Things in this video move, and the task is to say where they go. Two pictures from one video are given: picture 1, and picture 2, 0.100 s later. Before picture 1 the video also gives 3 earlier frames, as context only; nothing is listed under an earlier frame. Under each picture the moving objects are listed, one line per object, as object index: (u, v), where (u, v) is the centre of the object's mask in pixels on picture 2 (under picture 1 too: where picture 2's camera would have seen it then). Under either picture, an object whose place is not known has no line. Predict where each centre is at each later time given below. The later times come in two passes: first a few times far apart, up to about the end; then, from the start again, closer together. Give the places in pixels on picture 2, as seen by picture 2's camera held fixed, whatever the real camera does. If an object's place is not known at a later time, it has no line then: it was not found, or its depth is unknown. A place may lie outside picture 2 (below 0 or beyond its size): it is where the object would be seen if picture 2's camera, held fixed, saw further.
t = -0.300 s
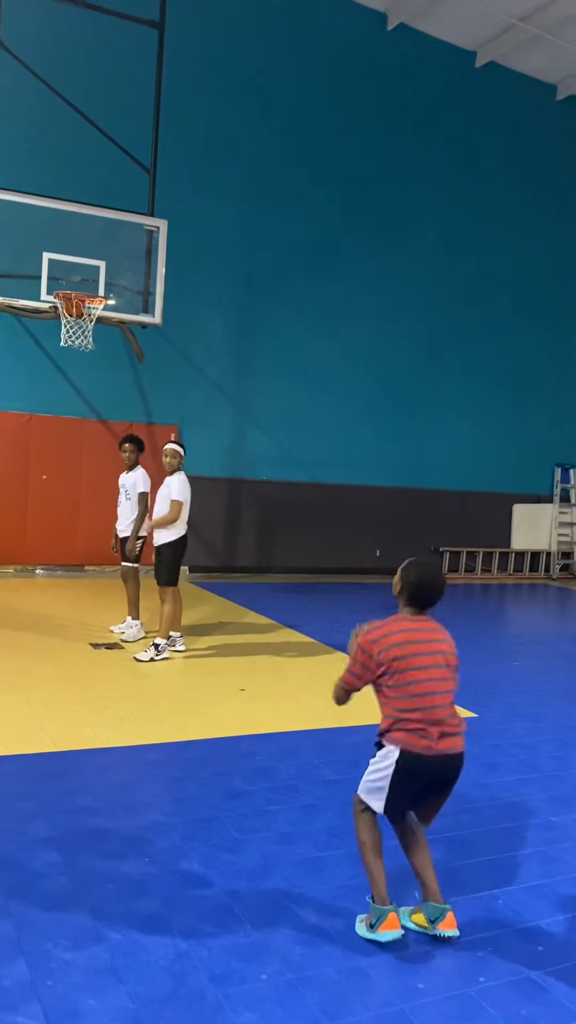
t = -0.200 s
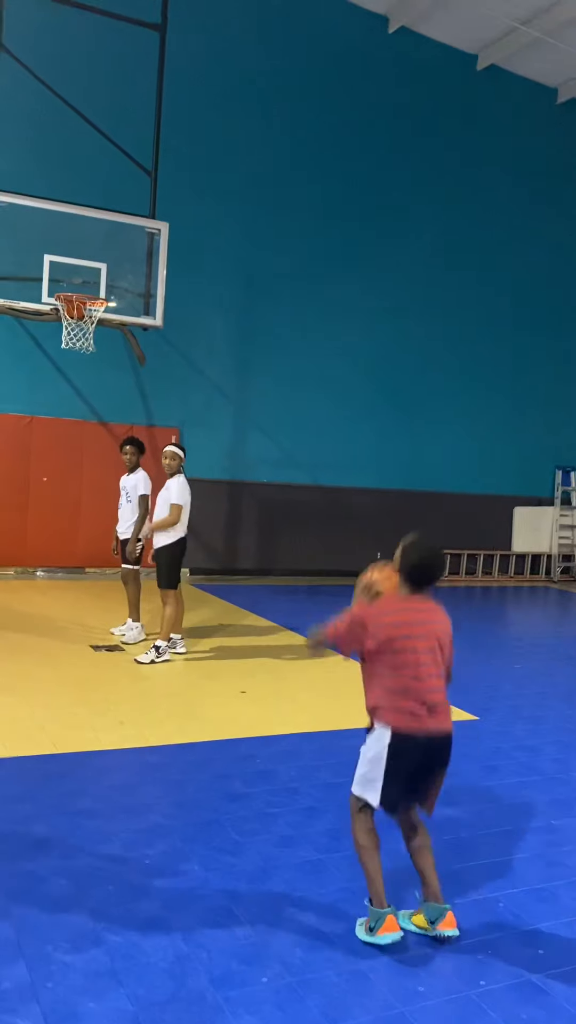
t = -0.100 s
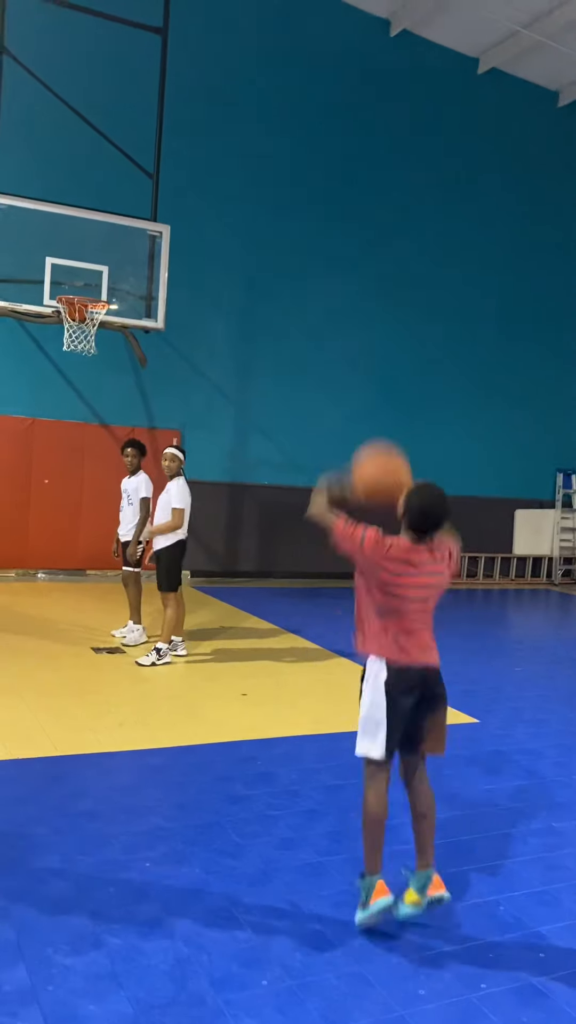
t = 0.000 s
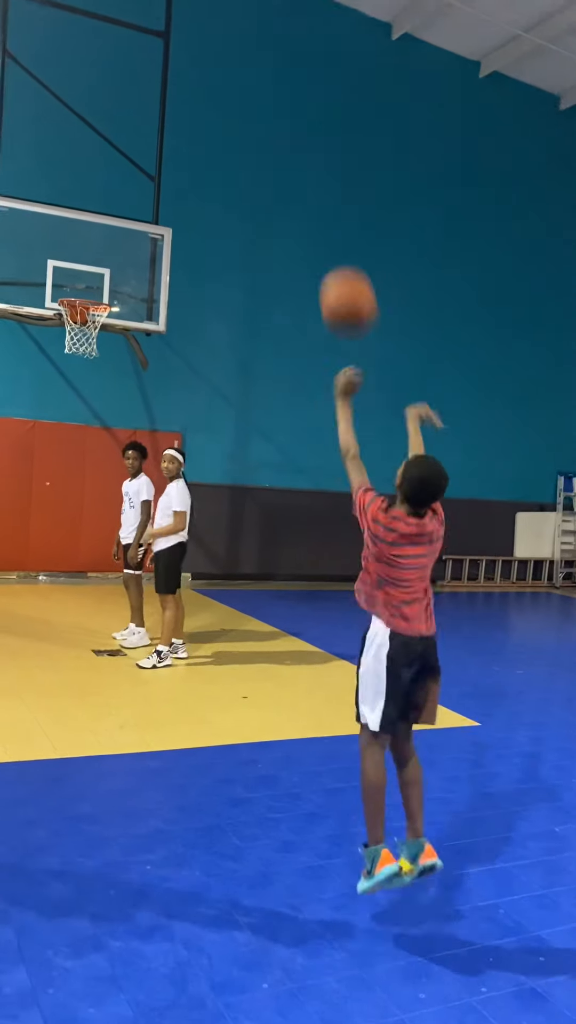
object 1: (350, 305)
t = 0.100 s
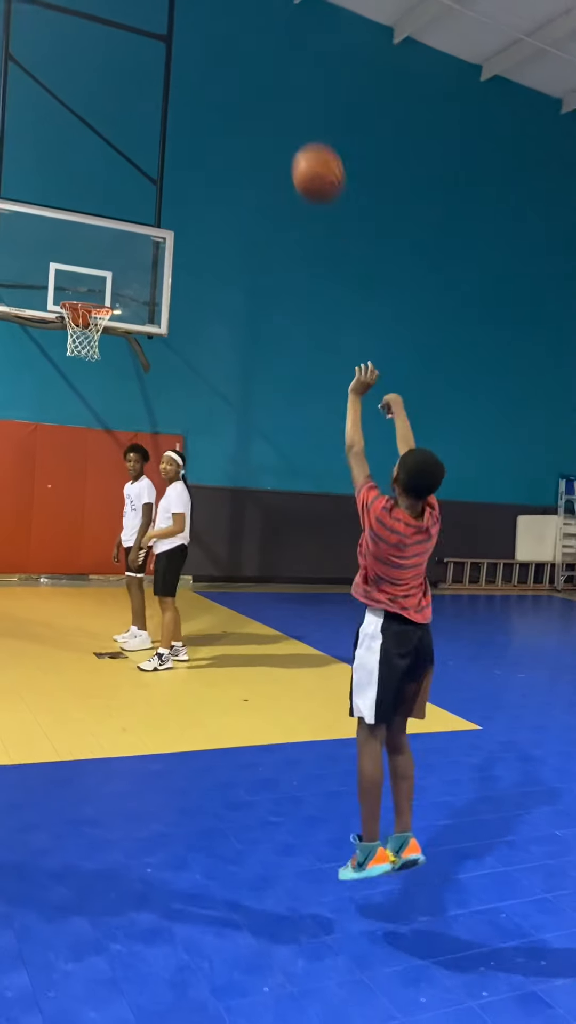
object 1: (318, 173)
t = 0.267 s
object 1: (273, 43)
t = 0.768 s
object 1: (178, 26)
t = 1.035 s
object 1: (140, 140)
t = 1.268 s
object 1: (112, 275)
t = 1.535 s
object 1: (67, 280)
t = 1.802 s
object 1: (48, 280)
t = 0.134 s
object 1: (308, 140)
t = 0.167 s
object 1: (299, 110)
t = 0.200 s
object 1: (290, 85)
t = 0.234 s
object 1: (281, 62)
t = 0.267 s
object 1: (273, 43)
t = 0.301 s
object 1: (265, 27)
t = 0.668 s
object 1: (194, 0)
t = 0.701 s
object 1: (188, 8)
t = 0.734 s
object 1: (183, 17)
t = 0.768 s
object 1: (178, 26)
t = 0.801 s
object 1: (173, 37)
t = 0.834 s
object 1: (167, 48)
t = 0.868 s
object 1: (163, 62)
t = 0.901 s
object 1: (158, 75)
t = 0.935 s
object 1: (154, 90)
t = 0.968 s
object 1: (149, 106)
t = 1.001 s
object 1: (144, 123)
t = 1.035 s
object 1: (140, 140)
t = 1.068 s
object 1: (136, 158)
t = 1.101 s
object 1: (131, 176)
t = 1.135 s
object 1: (127, 195)
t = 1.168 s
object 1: (123, 213)
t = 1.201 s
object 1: (120, 234)
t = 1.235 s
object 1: (115, 254)
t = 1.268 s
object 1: (112, 275)
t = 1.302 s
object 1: (108, 297)
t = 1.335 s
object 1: (98, 302)
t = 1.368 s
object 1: (90, 305)
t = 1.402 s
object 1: (83, 296)
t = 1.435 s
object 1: (76, 294)
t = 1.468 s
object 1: (71, 291)
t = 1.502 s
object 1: (69, 286)
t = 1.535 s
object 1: (67, 280)
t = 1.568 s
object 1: (65, 276)
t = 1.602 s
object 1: (63, 273)
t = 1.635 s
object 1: (61, 271)
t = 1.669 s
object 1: (59, 271)
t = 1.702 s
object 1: (56, 271)
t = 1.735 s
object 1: (54, 272)
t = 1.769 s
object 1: (51, 275)
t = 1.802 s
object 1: (48, 280)
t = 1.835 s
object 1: (46, 285)
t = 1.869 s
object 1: (43, 292)
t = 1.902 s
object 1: (40, 299)
